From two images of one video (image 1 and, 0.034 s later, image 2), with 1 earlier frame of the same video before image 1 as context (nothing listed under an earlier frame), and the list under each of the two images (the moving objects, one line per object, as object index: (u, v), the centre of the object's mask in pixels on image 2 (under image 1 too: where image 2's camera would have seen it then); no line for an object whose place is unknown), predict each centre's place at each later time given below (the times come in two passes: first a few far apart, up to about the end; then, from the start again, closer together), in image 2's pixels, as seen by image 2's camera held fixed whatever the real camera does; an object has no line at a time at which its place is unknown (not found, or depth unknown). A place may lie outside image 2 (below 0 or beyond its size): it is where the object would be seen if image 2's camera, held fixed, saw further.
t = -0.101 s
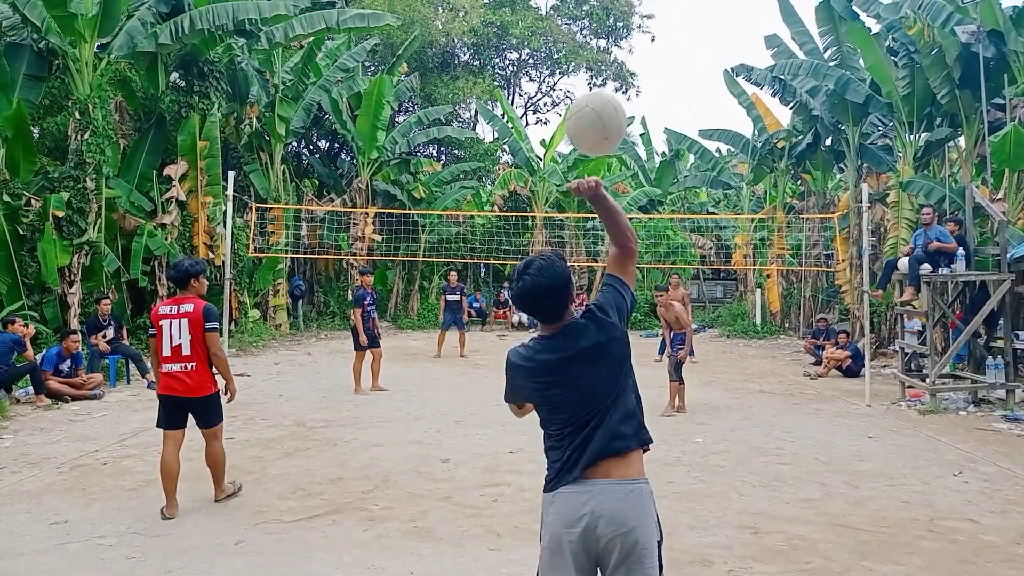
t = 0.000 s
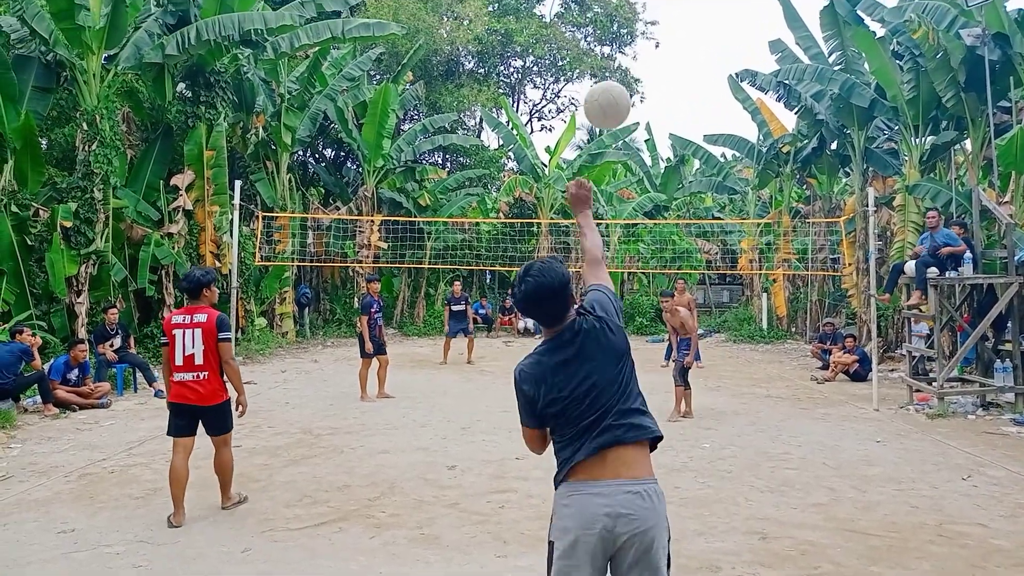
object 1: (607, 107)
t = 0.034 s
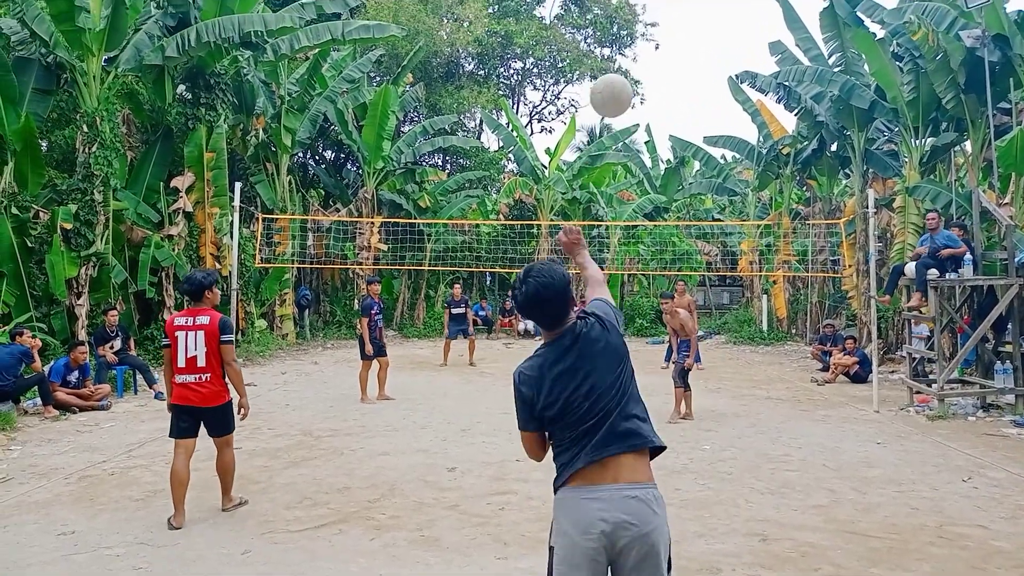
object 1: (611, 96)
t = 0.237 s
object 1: (626, 87)
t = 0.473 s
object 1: (635, 134)
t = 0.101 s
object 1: (617, 85)
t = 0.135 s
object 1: (620, 83)
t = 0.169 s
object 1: (621, 83)
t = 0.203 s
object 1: (623, 84)
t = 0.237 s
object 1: (626, 87)
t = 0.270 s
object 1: (628, 91)
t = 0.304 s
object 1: (629, 96)
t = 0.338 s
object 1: (631, 103)
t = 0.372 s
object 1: (633, 110)
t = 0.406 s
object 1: (634, 117)
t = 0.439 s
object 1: (634, 125)
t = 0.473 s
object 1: (635, 134)
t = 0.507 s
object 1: (636, 142)
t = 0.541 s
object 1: (636, 151)
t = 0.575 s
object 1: (636, 160)
